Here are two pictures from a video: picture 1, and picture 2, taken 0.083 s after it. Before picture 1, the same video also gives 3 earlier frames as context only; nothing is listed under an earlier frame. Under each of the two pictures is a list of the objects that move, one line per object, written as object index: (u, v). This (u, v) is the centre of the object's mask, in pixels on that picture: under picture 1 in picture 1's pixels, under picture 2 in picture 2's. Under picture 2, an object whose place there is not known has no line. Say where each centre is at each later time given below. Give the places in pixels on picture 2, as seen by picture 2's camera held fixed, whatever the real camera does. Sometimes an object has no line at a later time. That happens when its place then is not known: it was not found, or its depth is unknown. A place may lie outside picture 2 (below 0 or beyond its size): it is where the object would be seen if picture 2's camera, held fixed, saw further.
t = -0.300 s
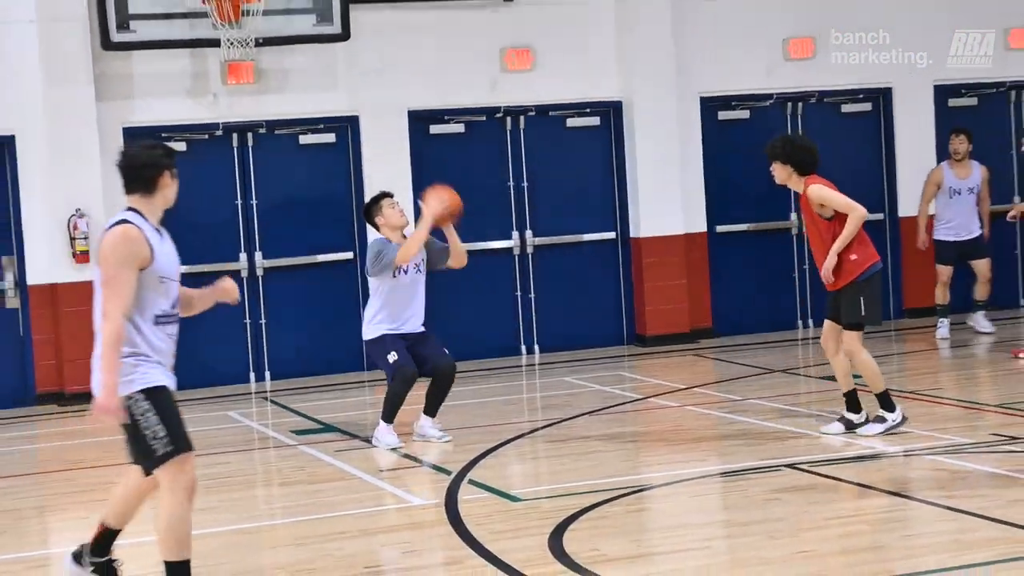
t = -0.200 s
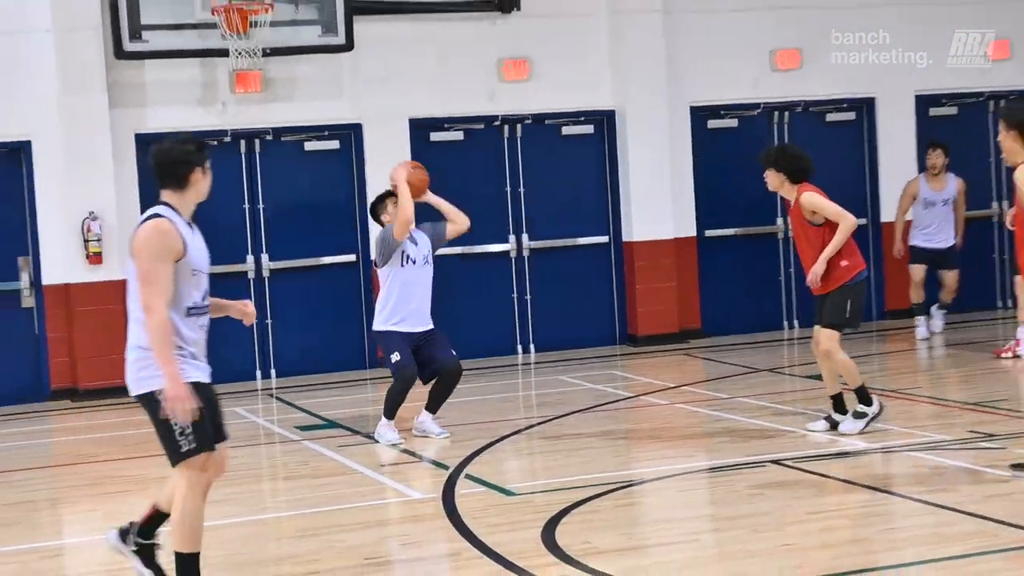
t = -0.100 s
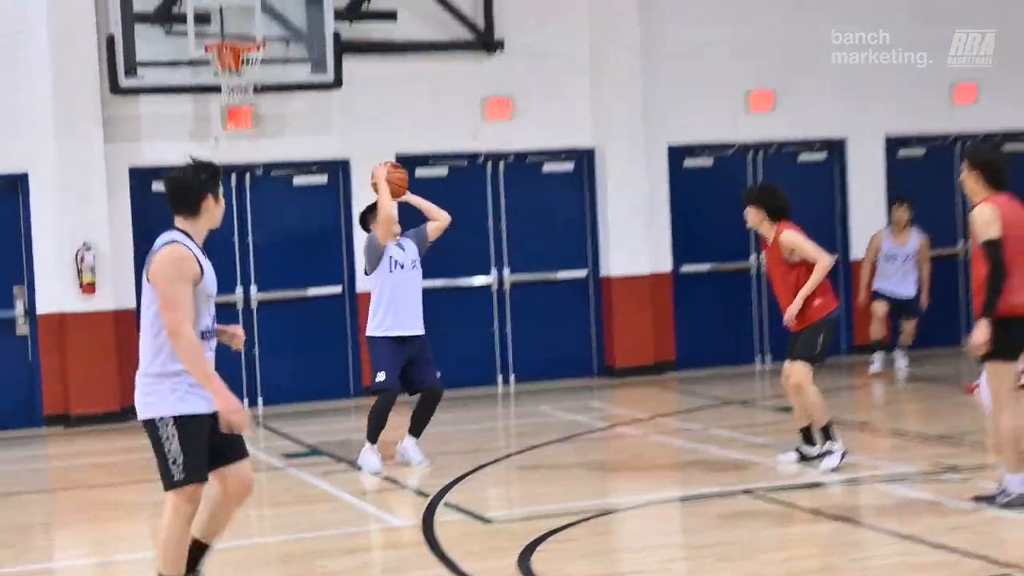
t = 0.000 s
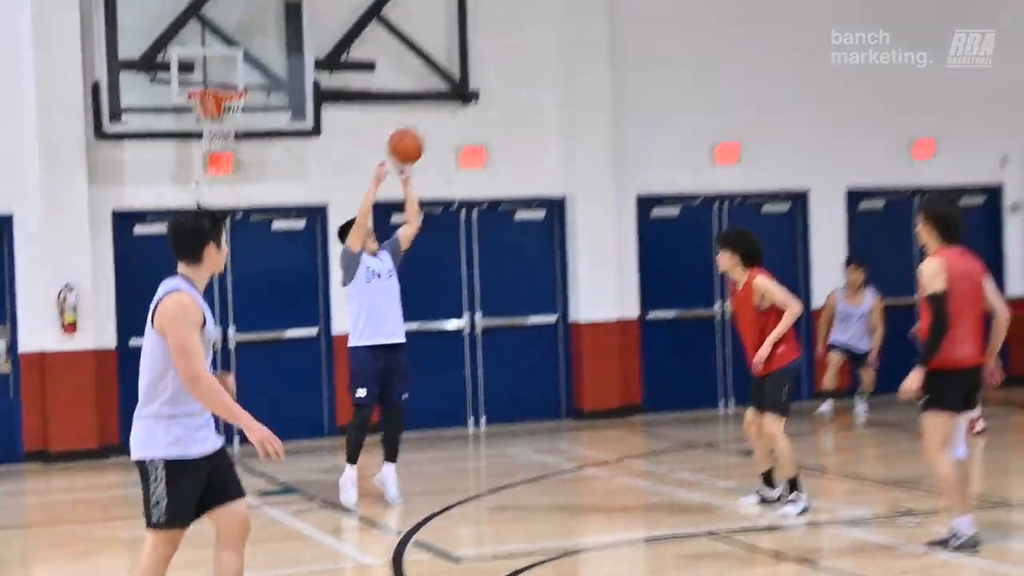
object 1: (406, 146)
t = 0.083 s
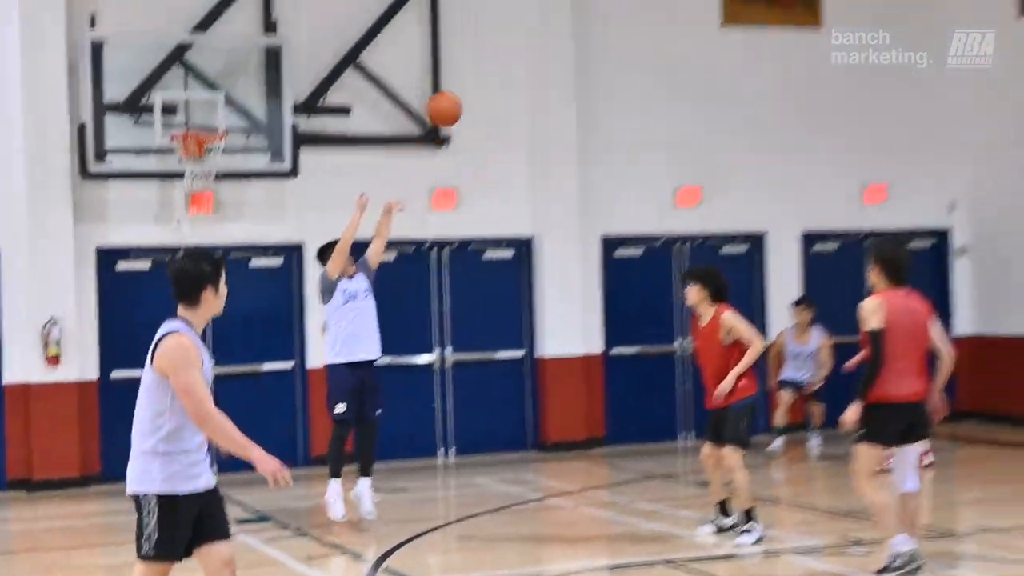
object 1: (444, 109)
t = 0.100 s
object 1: (458, 94)
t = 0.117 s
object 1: (471, 79)
